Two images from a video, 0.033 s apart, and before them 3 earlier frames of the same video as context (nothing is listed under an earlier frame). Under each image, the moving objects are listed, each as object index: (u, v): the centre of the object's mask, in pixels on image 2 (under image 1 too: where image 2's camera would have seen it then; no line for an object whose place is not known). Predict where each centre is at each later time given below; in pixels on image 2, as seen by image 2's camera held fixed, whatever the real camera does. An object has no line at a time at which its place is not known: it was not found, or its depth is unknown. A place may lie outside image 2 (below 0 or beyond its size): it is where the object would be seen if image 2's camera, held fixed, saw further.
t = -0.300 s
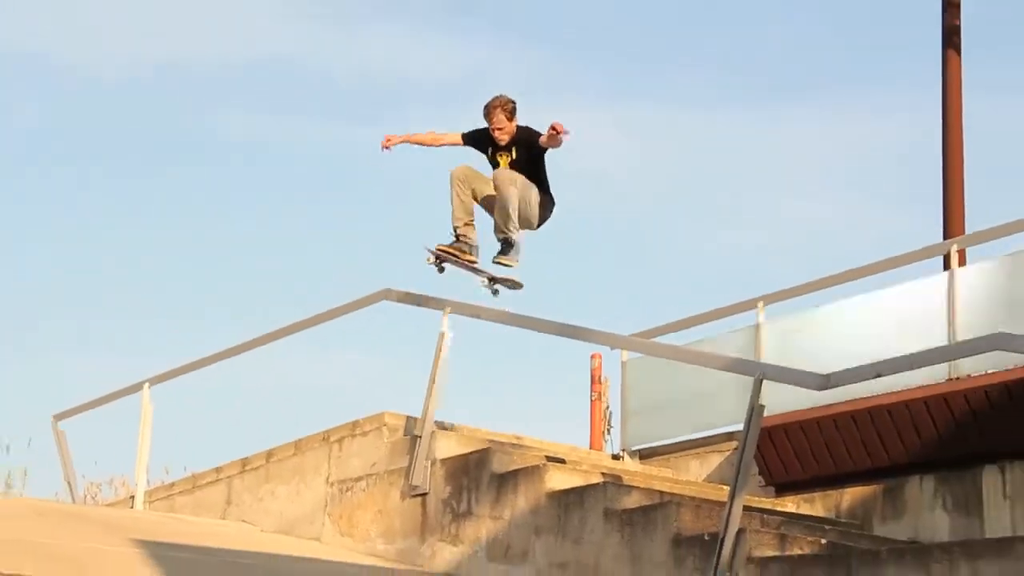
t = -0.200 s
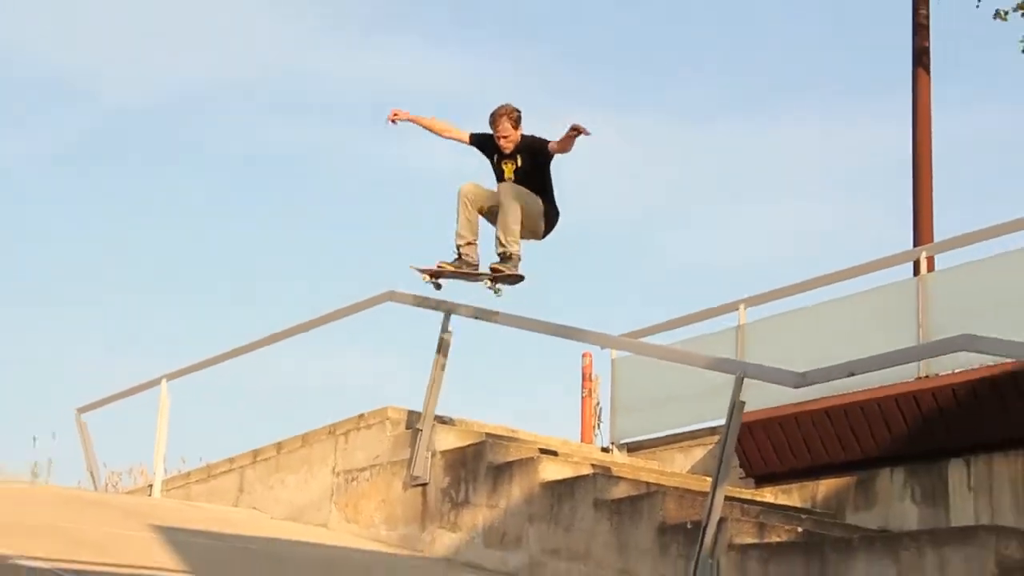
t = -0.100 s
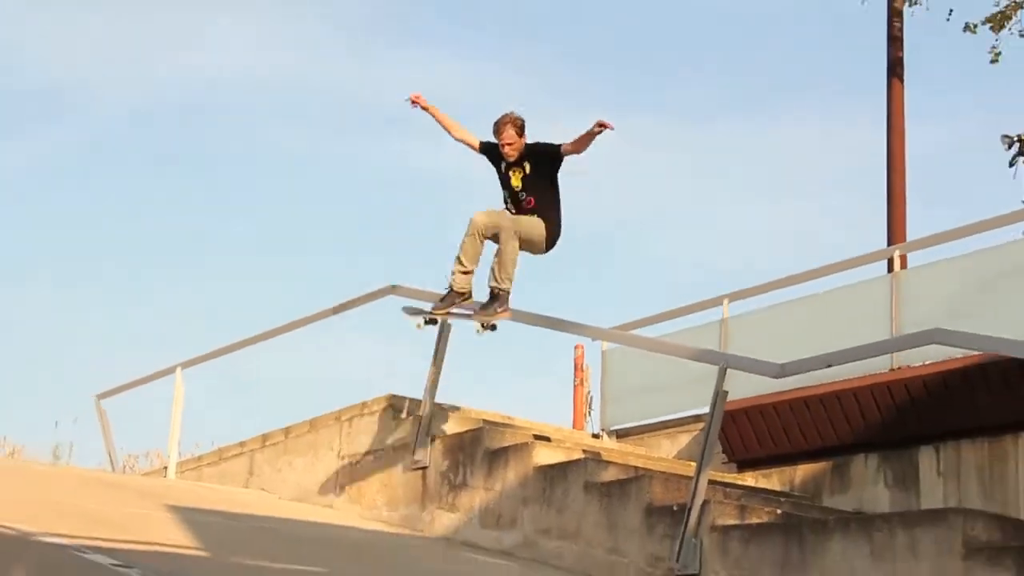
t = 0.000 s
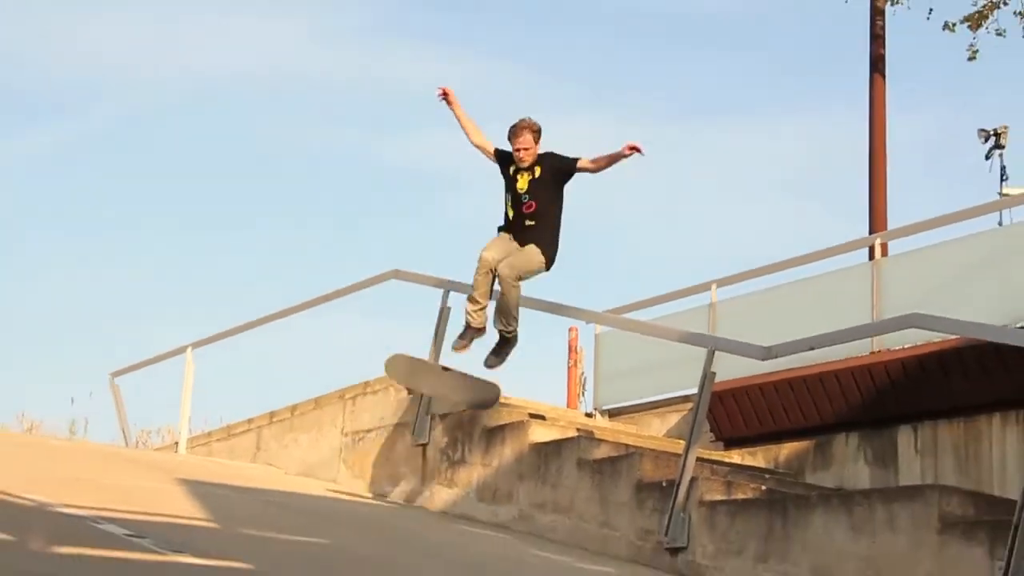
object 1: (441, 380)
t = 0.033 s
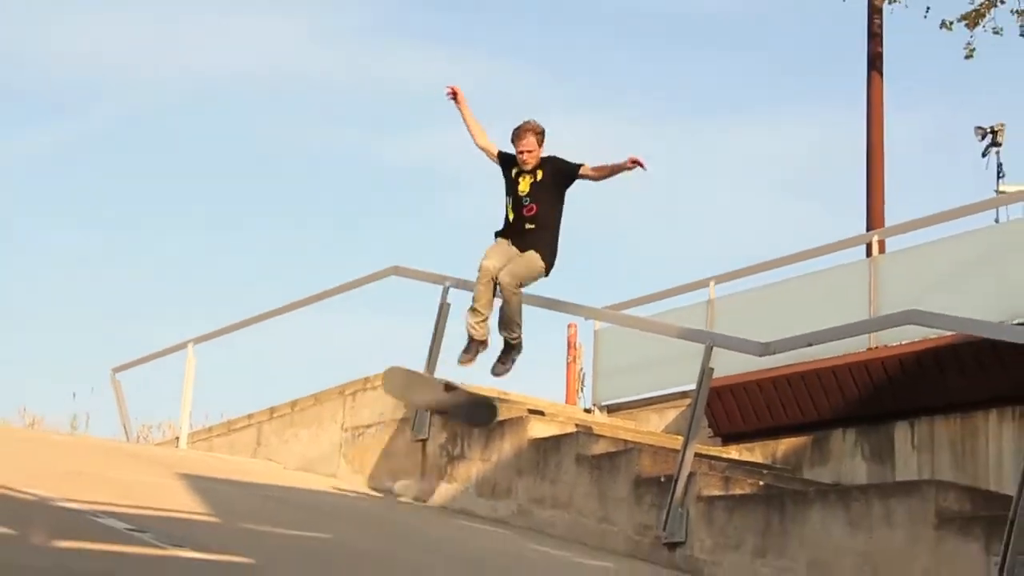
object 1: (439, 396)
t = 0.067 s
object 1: (433, 439)
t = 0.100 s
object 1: (427, 486)
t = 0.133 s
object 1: (424, 503)
